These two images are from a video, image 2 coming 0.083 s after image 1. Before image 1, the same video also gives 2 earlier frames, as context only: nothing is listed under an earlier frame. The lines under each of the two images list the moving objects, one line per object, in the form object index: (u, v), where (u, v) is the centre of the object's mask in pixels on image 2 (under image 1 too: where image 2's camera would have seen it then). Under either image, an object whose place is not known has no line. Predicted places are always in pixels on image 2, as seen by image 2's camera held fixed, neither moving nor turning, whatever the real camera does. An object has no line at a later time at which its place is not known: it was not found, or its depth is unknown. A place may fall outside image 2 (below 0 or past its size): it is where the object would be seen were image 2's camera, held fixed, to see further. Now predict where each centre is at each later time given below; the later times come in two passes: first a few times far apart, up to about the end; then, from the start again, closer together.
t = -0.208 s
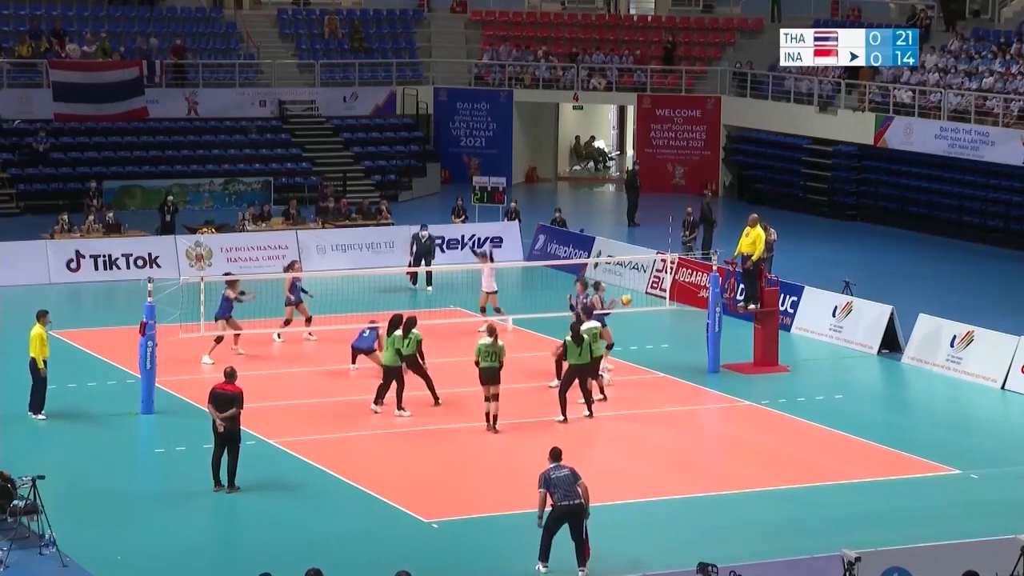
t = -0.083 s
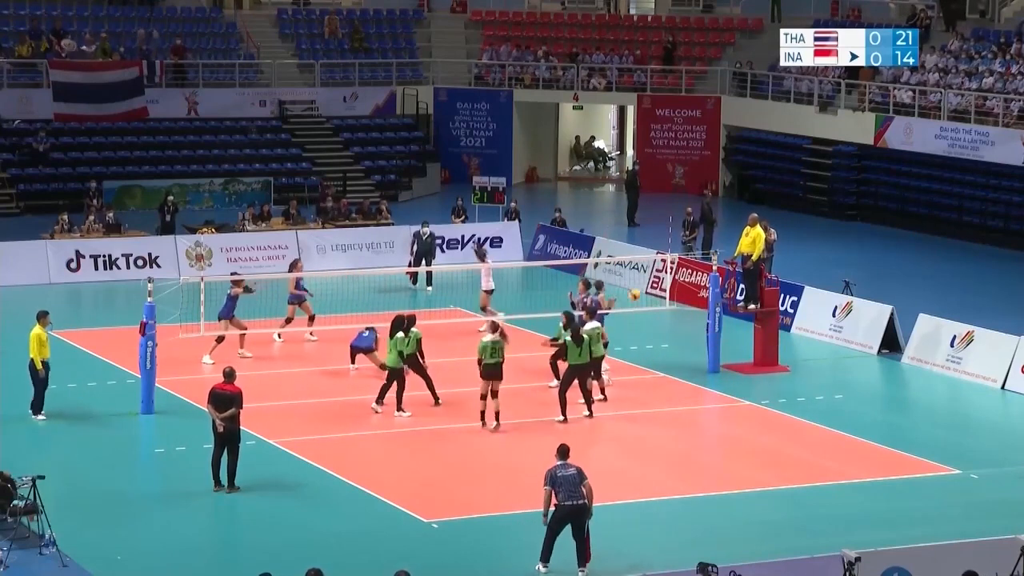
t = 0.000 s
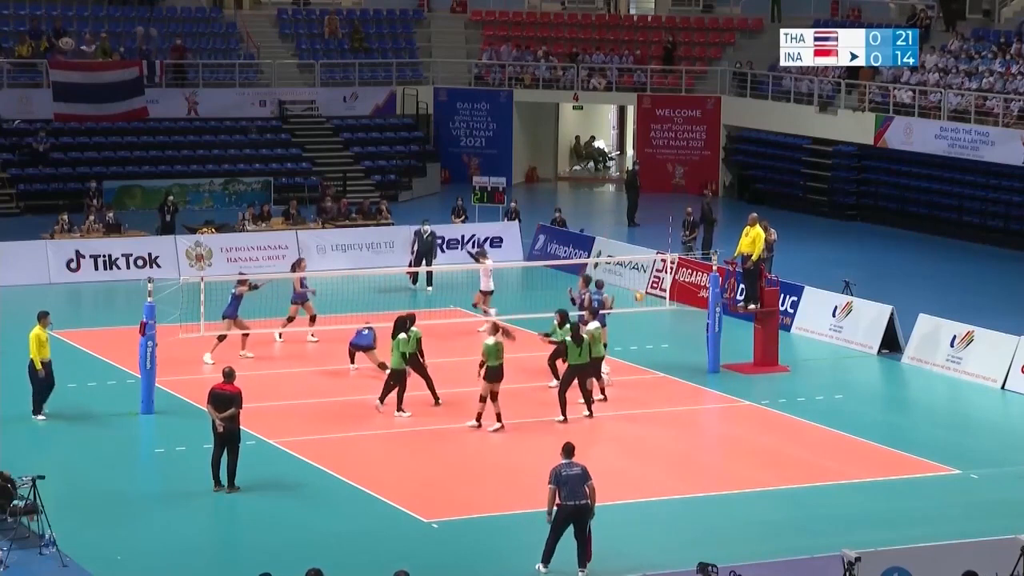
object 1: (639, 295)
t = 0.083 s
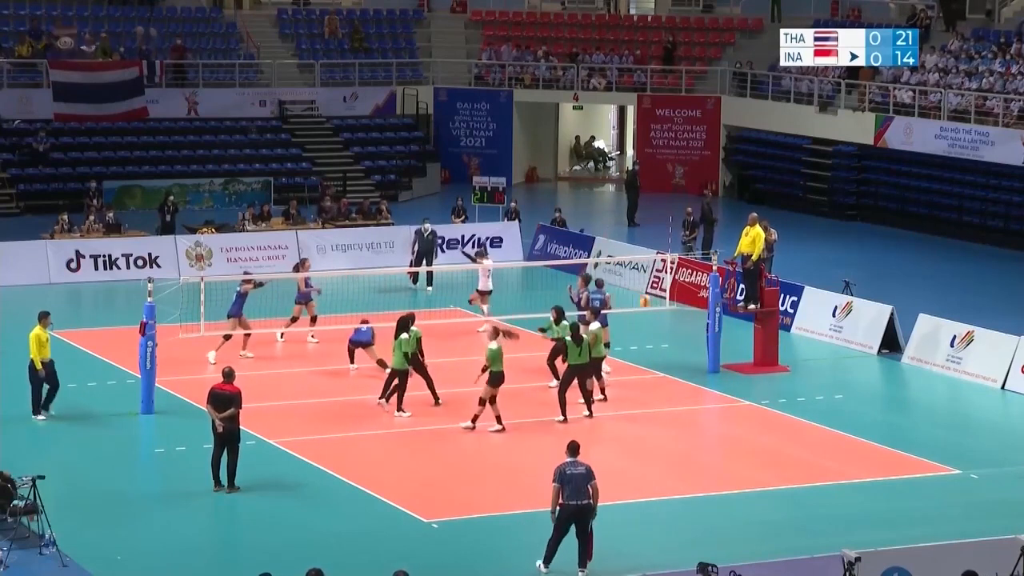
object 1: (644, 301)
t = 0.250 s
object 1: (655, 322)
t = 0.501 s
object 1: (671, 383)
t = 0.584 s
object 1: (677, 413)
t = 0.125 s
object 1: (648, 305)
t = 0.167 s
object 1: (651, 310)
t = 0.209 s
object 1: (653, 315)
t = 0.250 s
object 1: (655, 322)
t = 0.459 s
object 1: (669, 370)
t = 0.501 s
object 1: (671, 383)
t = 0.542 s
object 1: (674, 396)
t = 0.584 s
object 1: (677, 413)
